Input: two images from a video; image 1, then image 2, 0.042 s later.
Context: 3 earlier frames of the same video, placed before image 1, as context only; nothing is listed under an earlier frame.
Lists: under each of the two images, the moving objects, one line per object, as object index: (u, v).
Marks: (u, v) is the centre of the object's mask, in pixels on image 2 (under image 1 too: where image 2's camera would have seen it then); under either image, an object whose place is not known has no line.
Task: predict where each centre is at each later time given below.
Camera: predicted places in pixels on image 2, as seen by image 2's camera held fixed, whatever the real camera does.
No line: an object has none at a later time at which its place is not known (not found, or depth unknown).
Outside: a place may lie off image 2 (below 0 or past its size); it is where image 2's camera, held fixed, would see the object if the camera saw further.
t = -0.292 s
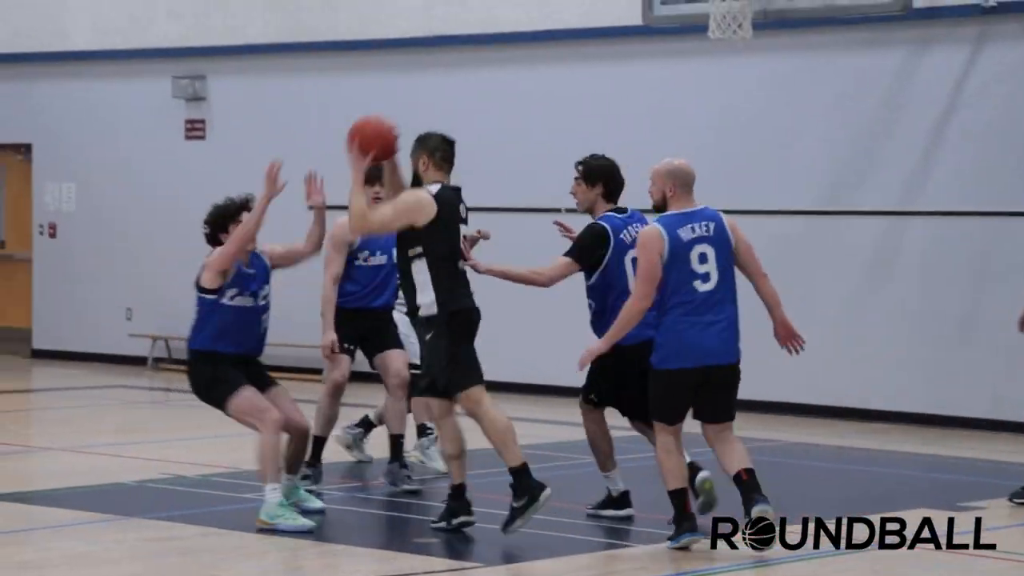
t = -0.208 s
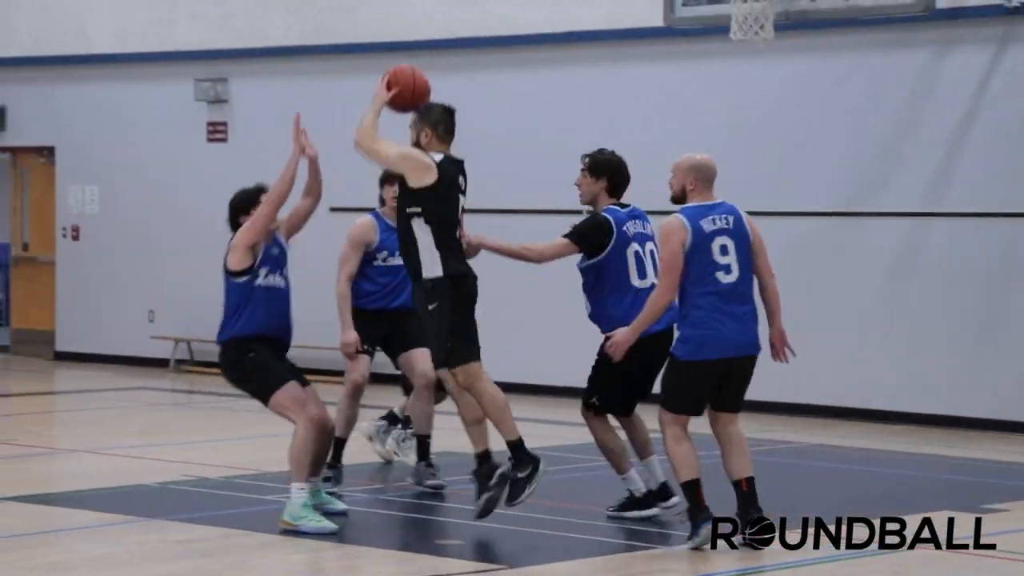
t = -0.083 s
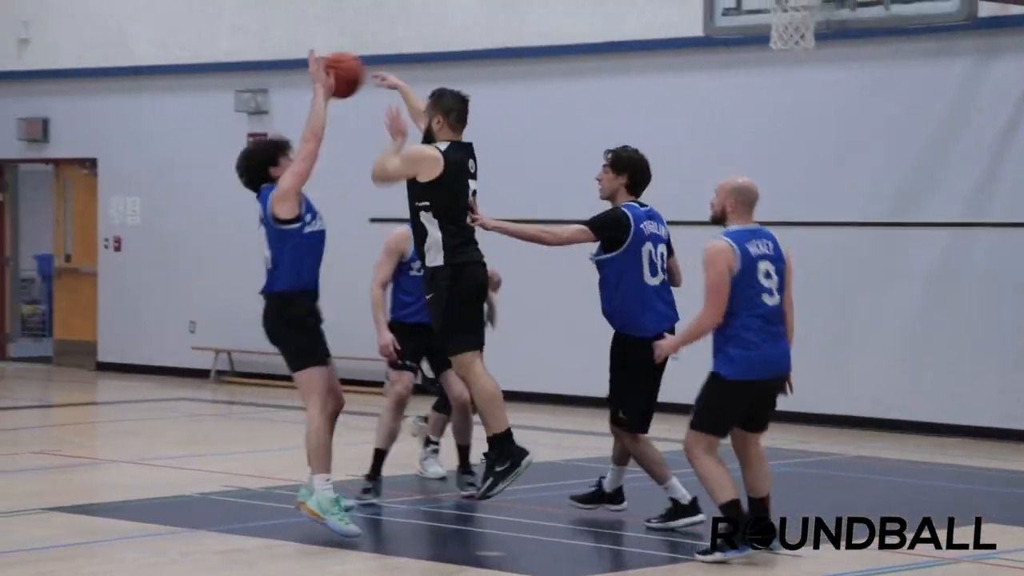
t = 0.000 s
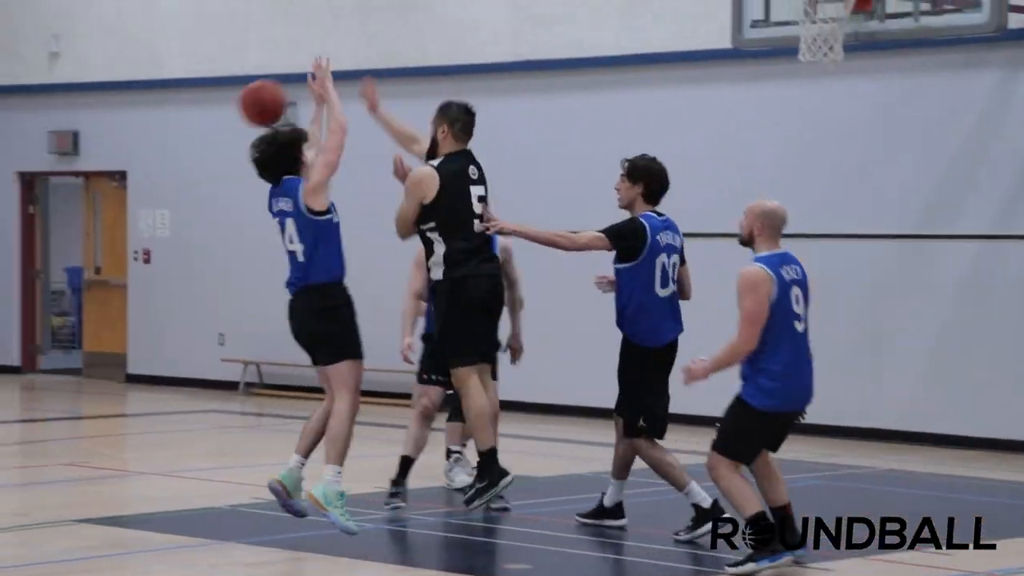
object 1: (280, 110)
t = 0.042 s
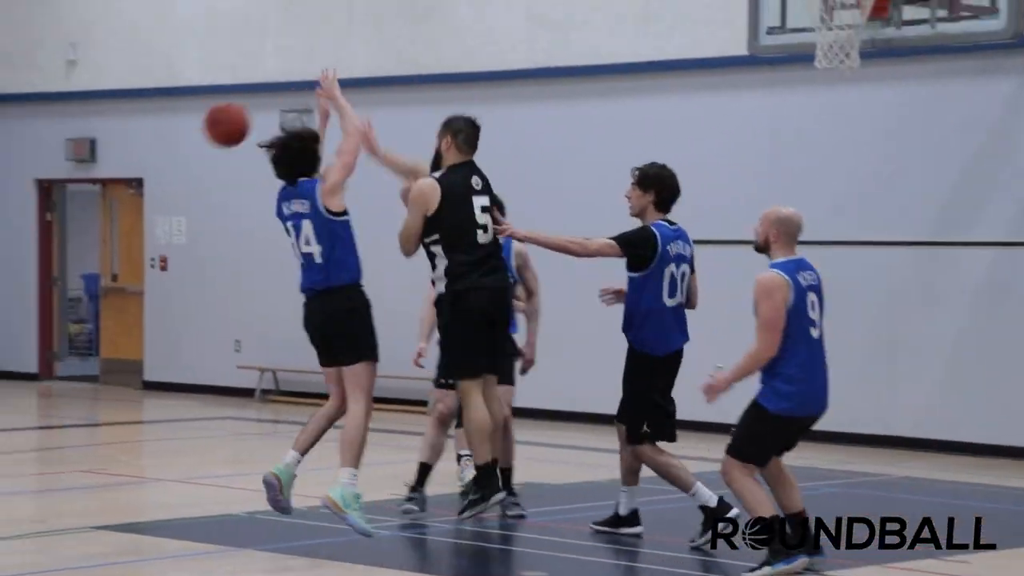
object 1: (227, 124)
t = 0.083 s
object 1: (175, 140)
